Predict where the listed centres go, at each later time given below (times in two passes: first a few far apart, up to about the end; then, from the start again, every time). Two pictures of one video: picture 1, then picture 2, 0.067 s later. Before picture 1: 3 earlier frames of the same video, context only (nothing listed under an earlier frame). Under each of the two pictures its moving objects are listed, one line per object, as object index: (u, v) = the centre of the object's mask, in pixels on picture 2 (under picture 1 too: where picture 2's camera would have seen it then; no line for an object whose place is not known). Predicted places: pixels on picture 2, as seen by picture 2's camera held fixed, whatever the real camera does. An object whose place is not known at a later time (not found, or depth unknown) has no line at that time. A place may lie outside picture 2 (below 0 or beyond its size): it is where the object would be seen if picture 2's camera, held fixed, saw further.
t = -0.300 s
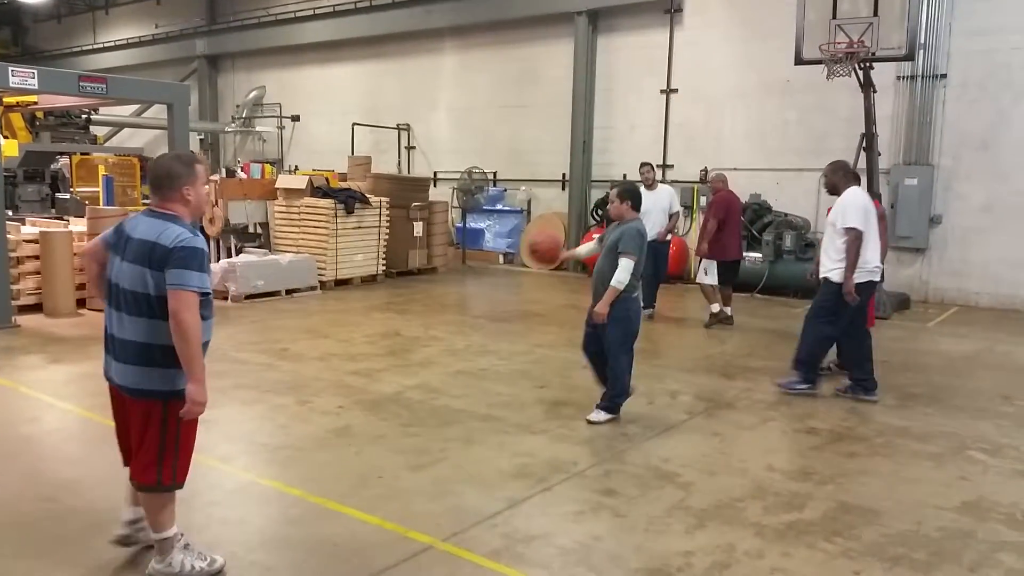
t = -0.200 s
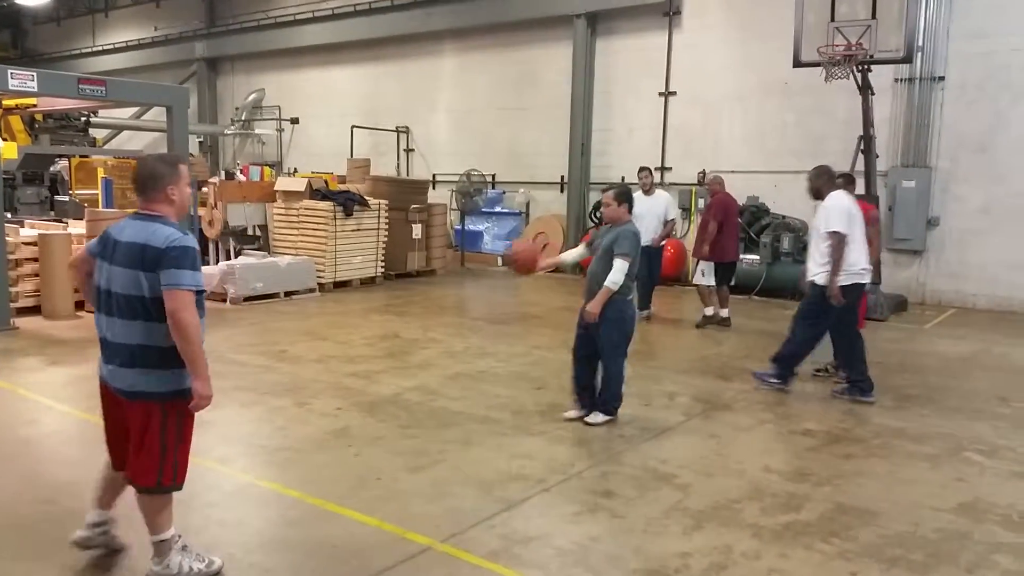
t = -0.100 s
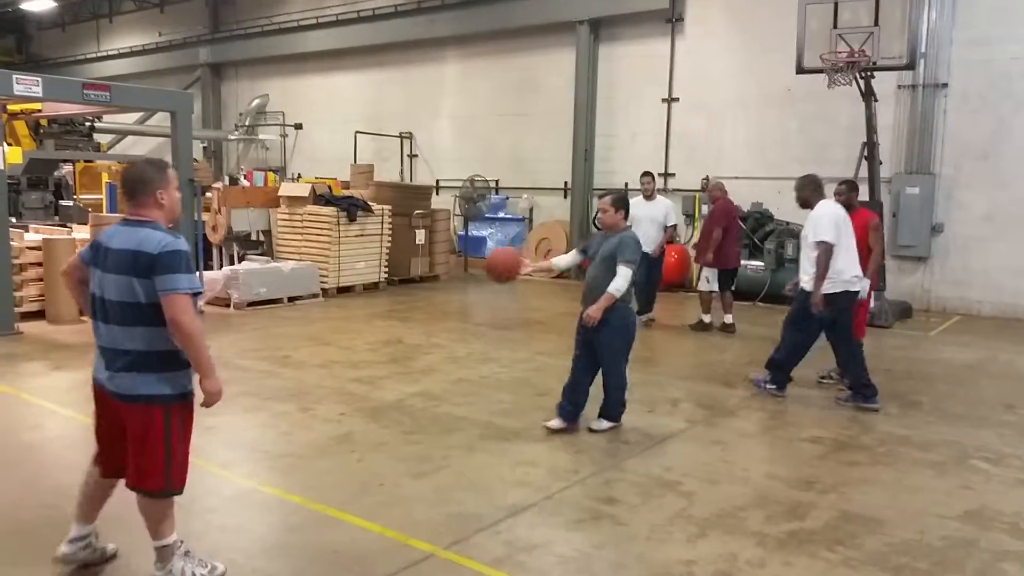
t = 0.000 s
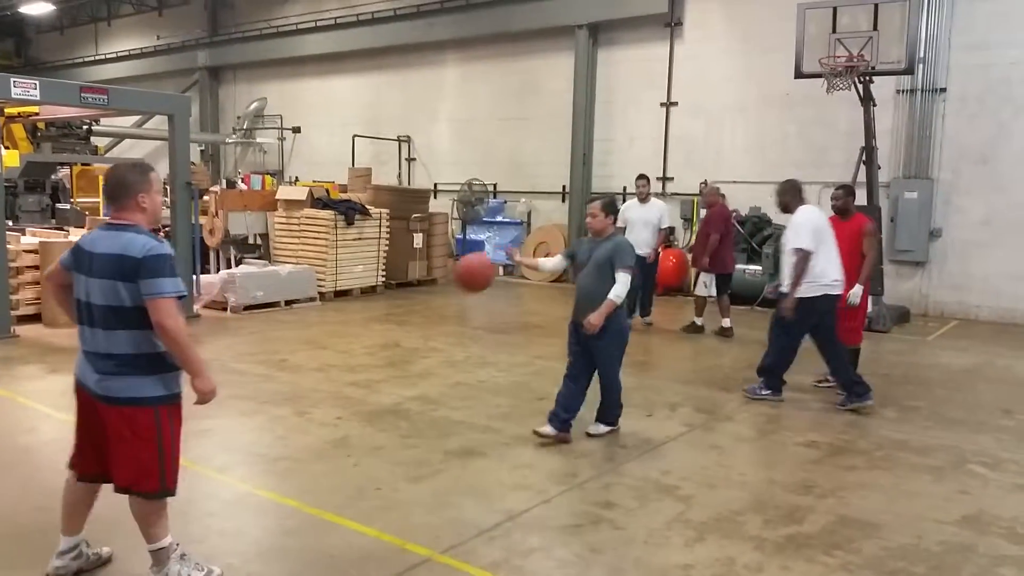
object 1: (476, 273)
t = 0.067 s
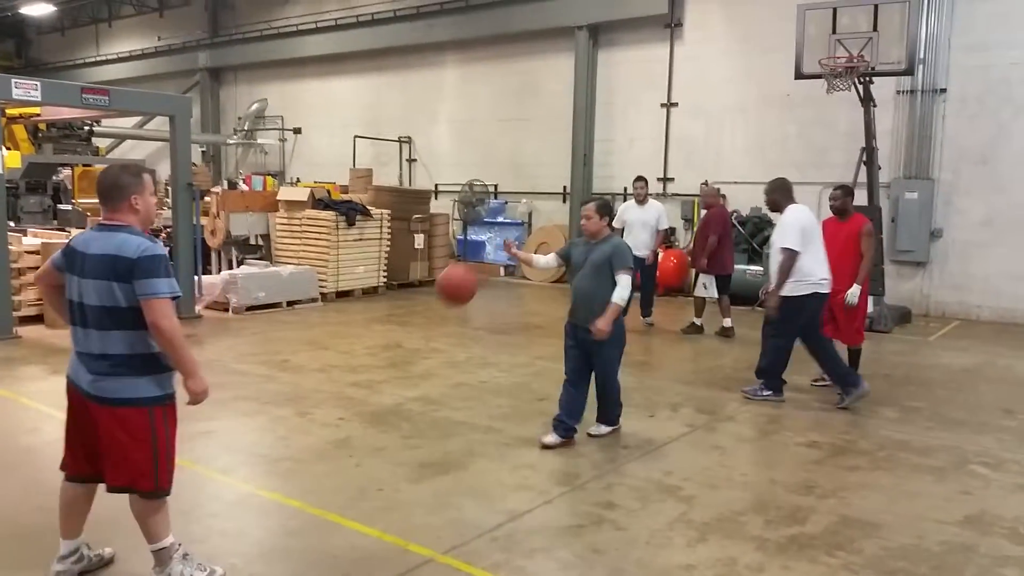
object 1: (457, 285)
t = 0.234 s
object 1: (403, 356)
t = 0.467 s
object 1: (313, 450)
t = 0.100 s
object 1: (447, 294)
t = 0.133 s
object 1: (436, 306)
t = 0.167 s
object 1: (425, 321)
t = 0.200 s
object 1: (415, 335)
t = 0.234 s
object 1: (403, 356)
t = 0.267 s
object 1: (391, 377)
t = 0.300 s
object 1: (378, 405)
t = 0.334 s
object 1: (367, 431)
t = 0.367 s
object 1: (354, 461)
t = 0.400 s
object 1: (338, 485)
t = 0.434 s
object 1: (325, 467)
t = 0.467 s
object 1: (313, 450)
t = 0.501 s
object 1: (300, 434)
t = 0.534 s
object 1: (288, 418)
